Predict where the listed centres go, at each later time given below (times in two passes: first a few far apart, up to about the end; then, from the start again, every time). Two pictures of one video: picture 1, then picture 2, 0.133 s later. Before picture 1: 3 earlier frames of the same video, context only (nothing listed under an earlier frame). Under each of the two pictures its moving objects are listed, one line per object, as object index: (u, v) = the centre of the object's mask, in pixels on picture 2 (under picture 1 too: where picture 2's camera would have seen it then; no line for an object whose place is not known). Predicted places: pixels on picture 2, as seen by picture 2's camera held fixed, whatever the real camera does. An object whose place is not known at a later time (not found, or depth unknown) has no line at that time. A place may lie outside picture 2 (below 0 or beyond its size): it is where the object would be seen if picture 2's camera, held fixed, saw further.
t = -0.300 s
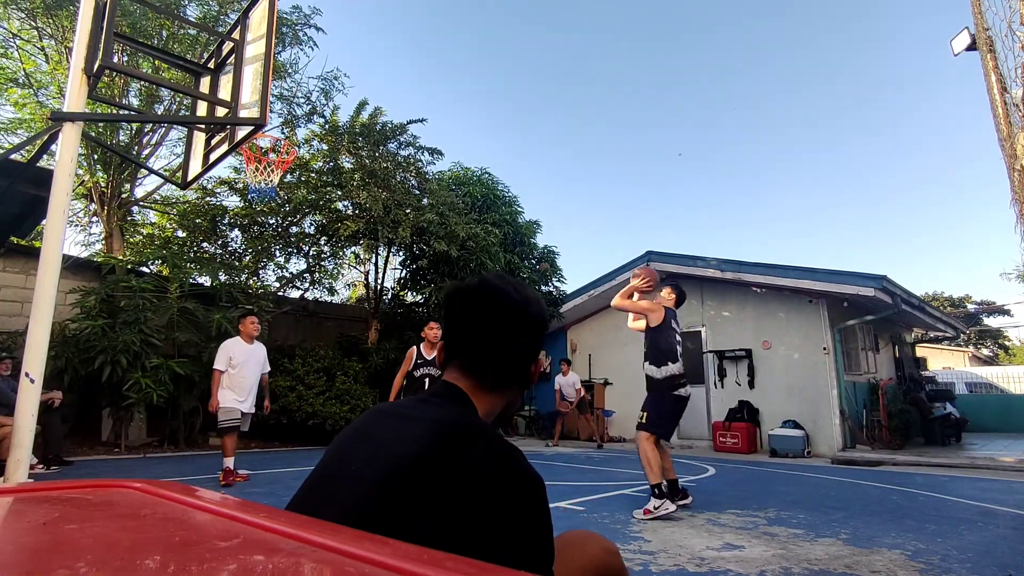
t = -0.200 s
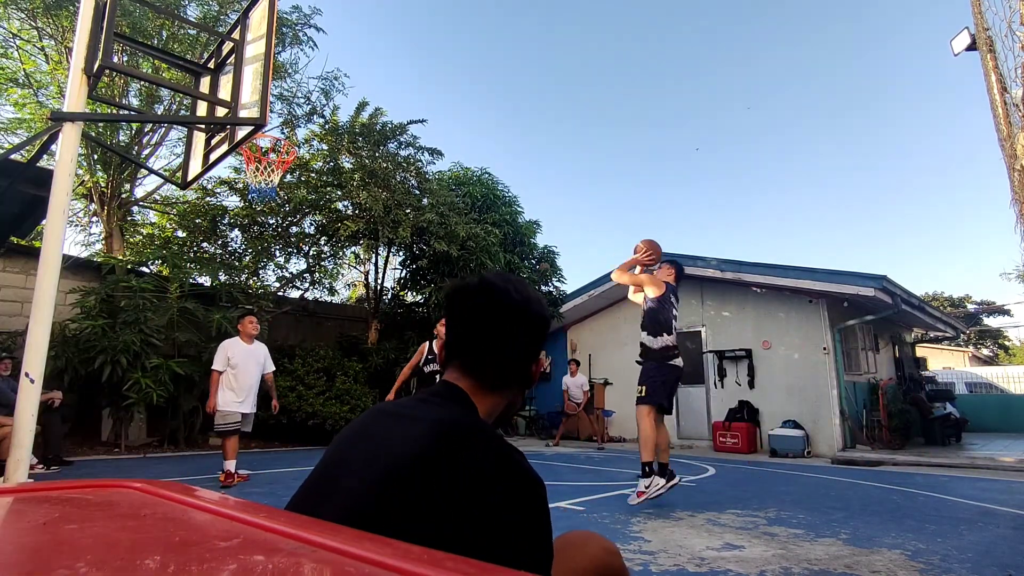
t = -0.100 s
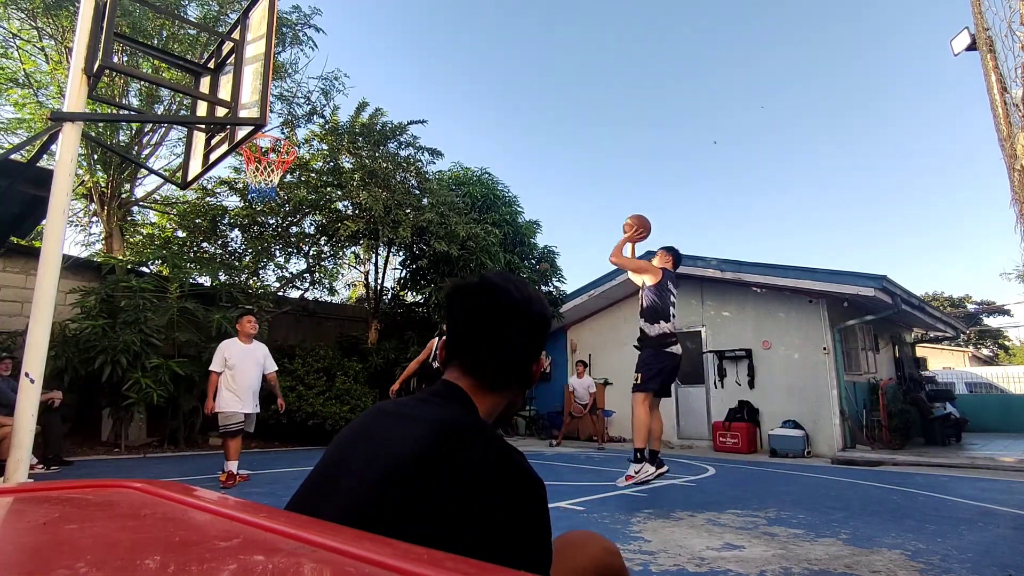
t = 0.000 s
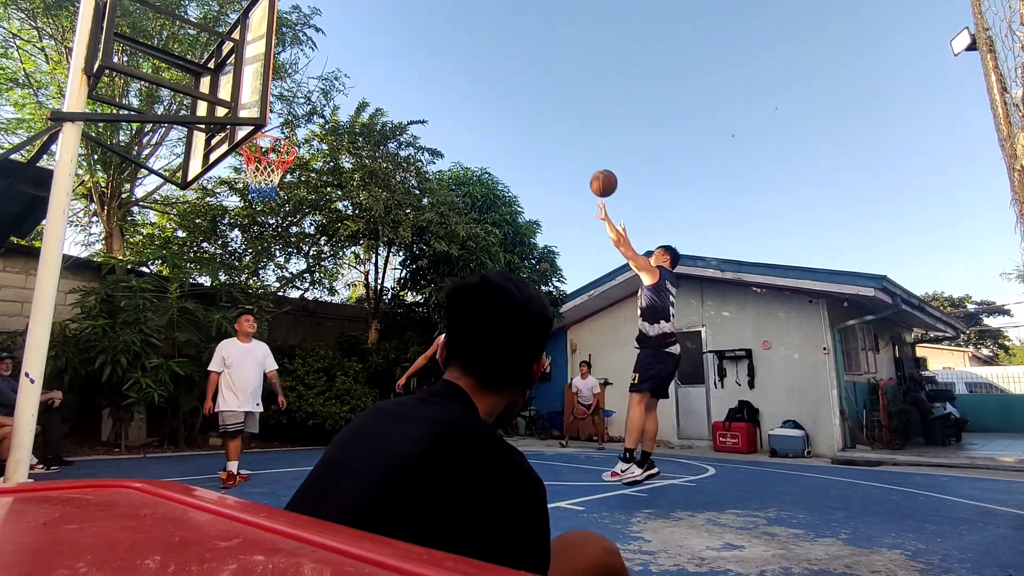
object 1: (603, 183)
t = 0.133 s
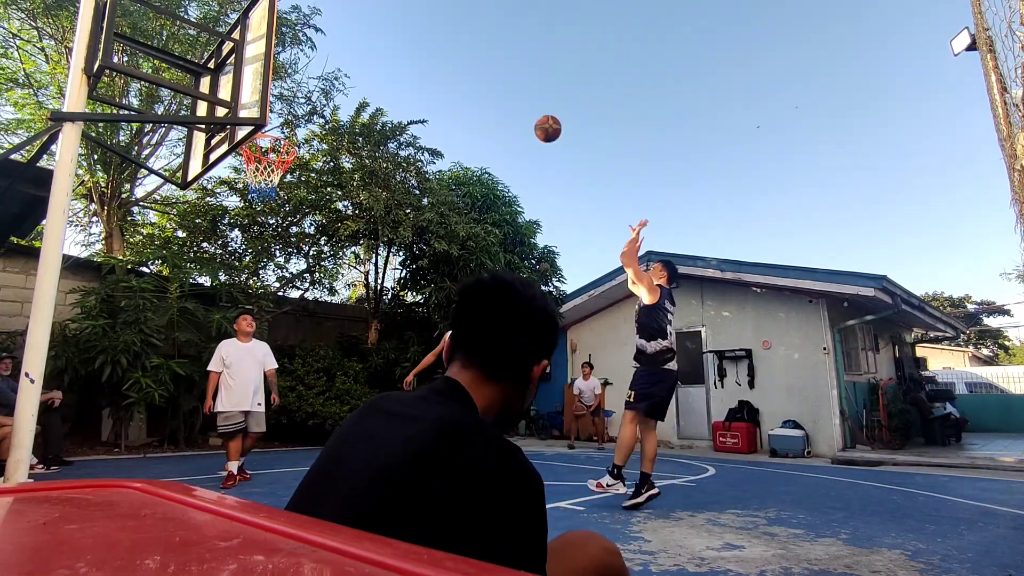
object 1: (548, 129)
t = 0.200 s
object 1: (521, 108)
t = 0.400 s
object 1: (442, 75)
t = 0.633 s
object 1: (349, 84)
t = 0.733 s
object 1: (309, 104)
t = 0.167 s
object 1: (534, 118)
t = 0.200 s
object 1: (521, 108)
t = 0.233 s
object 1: (507, 100)
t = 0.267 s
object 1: (494, 93)
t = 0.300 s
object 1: (481, 86)
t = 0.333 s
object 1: (468, 81)
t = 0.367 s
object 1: (455, 77)
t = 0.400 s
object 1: (442, 75)
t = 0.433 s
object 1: (429, 73)
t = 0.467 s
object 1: (416, 72)
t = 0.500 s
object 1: (403, 72)
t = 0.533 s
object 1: (390, 74)
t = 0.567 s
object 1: (377, 76)
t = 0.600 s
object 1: (363, 79)
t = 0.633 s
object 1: (349, 84)
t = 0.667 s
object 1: (336, 90)
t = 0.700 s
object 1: (322, 97)
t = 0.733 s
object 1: (309, 104)
